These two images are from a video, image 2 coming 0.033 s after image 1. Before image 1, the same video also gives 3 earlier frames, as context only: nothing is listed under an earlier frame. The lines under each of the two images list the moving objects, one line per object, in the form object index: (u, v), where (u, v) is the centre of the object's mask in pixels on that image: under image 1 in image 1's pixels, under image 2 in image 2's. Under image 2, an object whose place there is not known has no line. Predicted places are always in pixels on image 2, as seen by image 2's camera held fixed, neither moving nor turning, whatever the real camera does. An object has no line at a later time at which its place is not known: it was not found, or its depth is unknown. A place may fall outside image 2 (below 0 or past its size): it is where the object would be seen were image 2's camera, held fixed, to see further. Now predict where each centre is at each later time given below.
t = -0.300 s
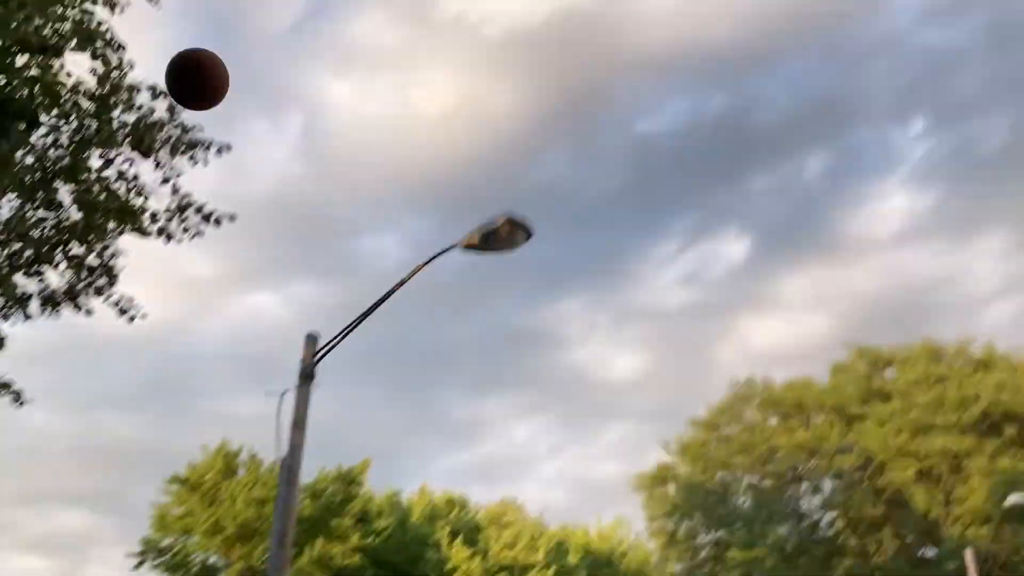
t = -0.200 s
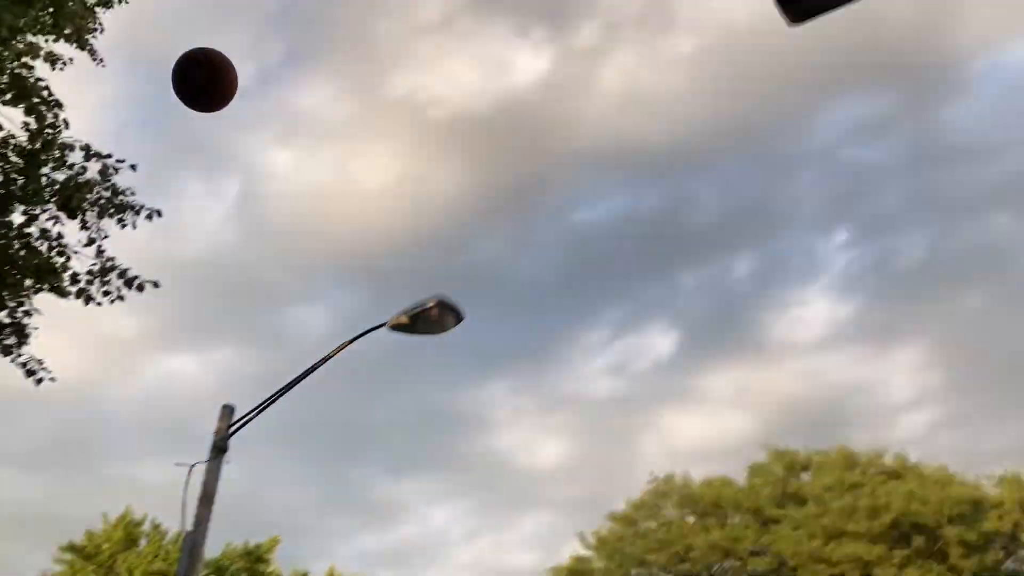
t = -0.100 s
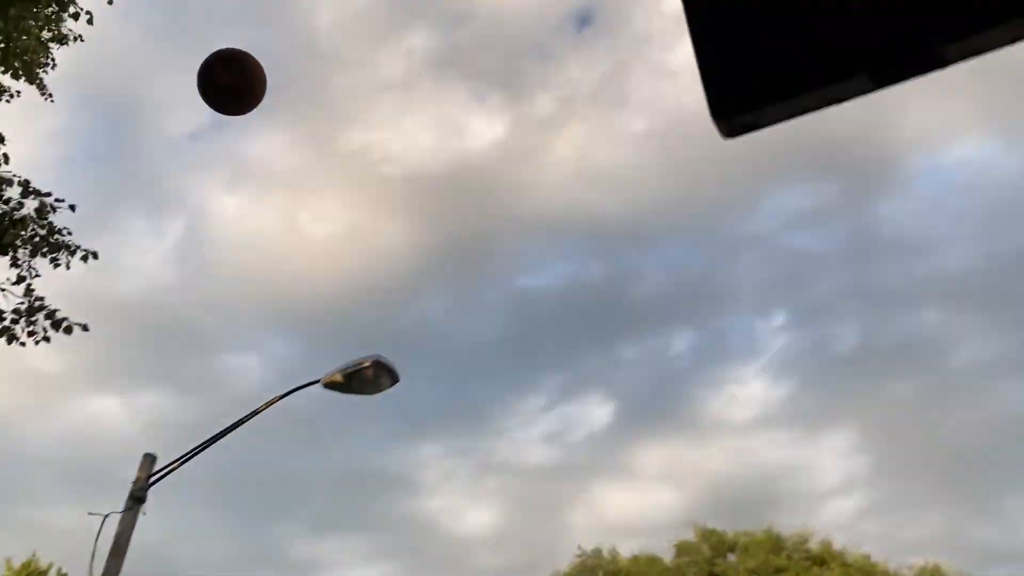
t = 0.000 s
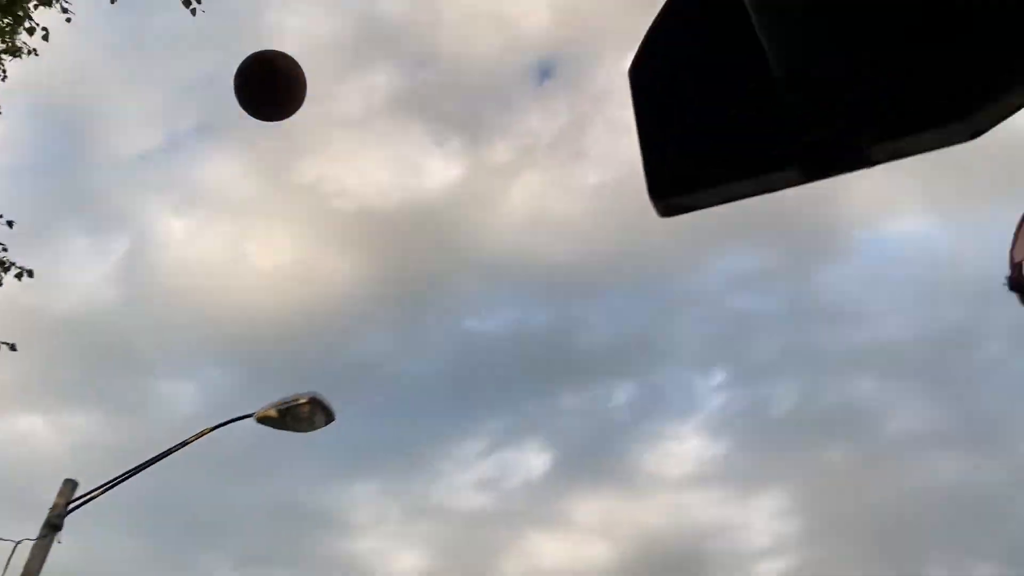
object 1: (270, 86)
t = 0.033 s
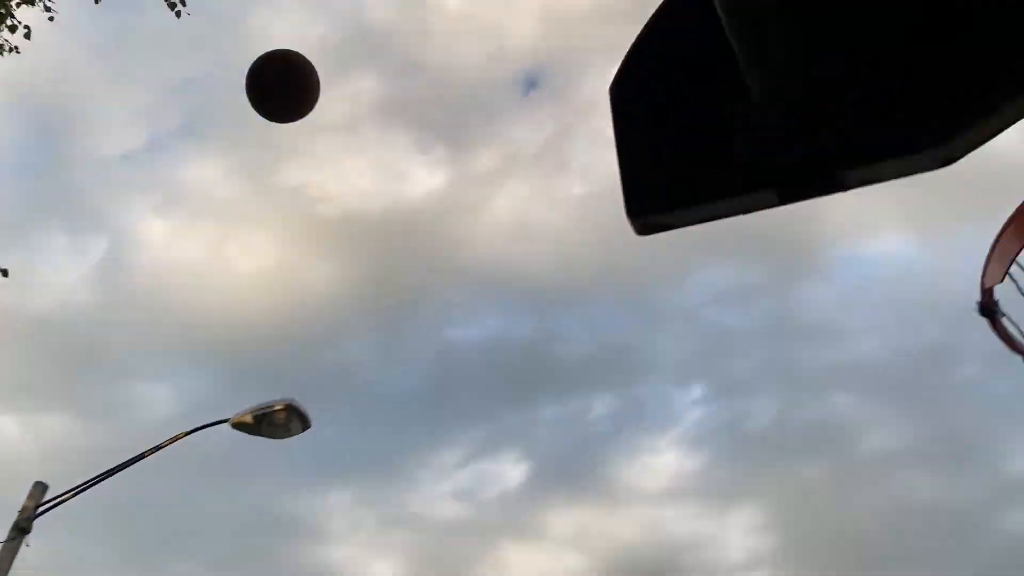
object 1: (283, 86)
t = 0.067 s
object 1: (315, 82)
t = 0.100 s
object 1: (348, 79)
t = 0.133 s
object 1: (385, 78)
